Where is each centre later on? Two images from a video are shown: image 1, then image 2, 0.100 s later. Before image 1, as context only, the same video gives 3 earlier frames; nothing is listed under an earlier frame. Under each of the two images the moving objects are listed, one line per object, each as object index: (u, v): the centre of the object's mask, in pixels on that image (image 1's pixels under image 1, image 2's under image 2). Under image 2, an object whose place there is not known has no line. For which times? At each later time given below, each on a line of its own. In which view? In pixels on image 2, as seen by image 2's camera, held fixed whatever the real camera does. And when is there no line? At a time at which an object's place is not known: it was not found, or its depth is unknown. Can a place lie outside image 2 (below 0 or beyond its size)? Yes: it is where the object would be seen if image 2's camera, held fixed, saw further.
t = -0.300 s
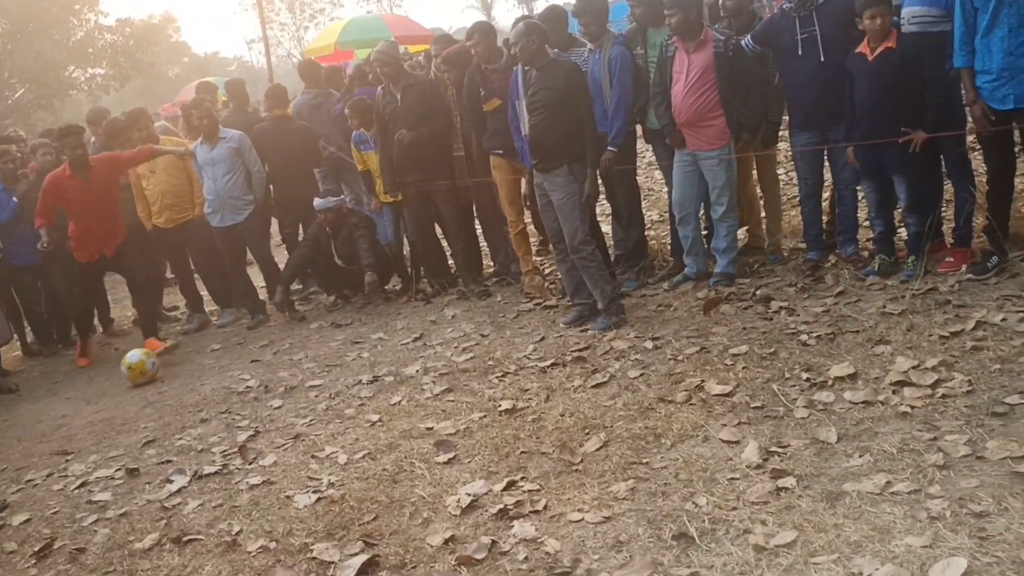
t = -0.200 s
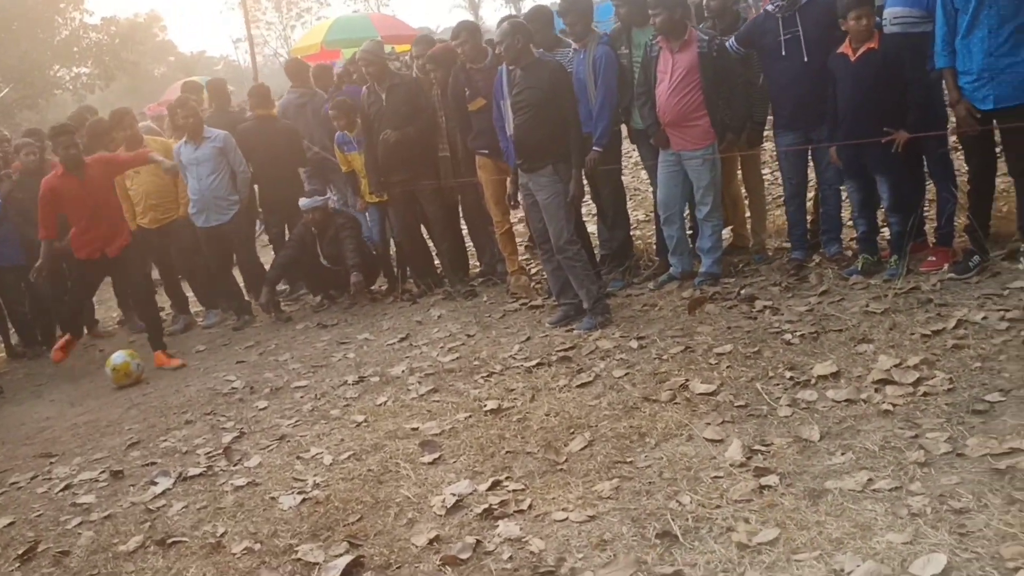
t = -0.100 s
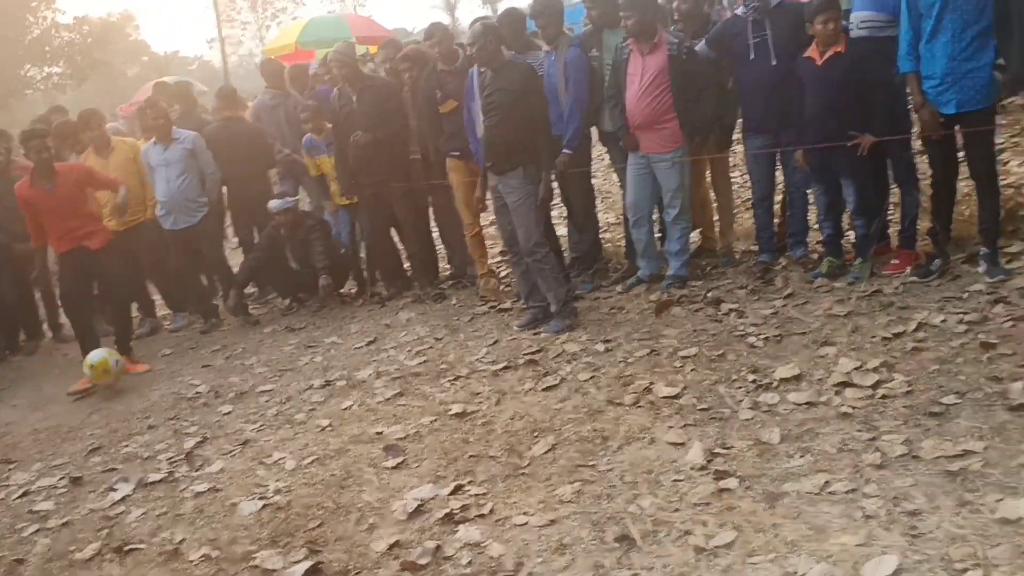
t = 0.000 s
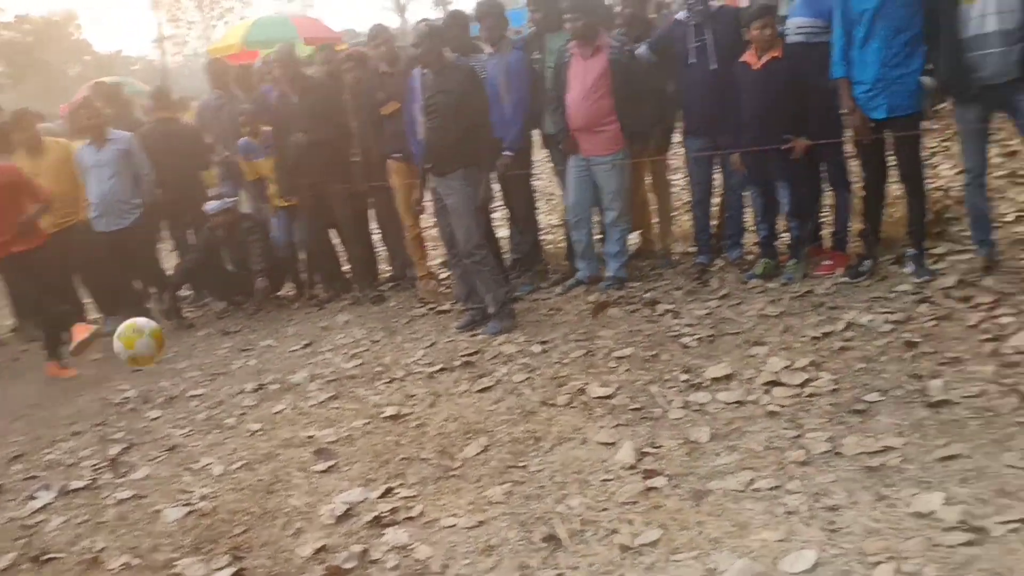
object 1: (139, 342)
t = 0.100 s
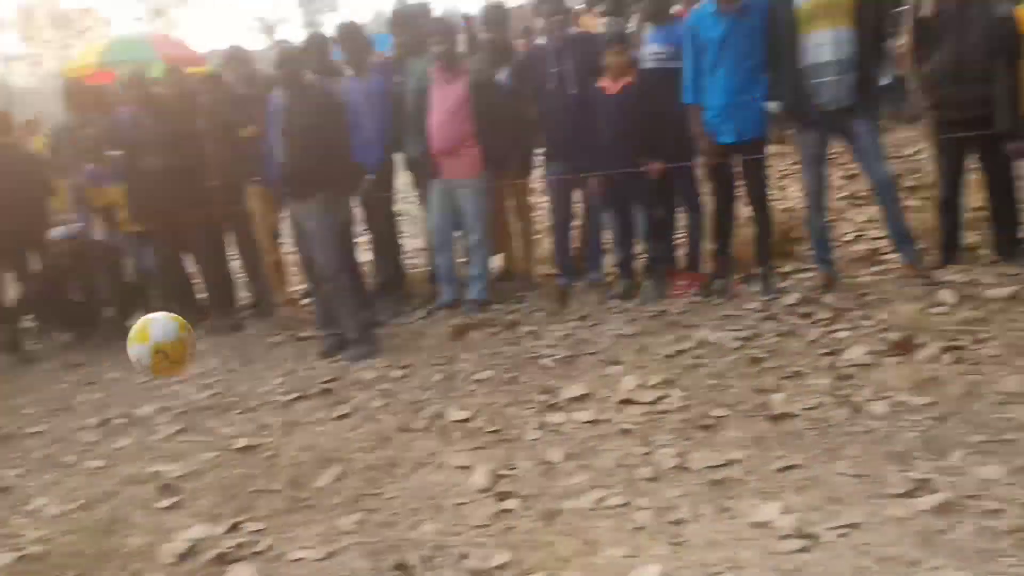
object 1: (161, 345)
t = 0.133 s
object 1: (244, 334)
